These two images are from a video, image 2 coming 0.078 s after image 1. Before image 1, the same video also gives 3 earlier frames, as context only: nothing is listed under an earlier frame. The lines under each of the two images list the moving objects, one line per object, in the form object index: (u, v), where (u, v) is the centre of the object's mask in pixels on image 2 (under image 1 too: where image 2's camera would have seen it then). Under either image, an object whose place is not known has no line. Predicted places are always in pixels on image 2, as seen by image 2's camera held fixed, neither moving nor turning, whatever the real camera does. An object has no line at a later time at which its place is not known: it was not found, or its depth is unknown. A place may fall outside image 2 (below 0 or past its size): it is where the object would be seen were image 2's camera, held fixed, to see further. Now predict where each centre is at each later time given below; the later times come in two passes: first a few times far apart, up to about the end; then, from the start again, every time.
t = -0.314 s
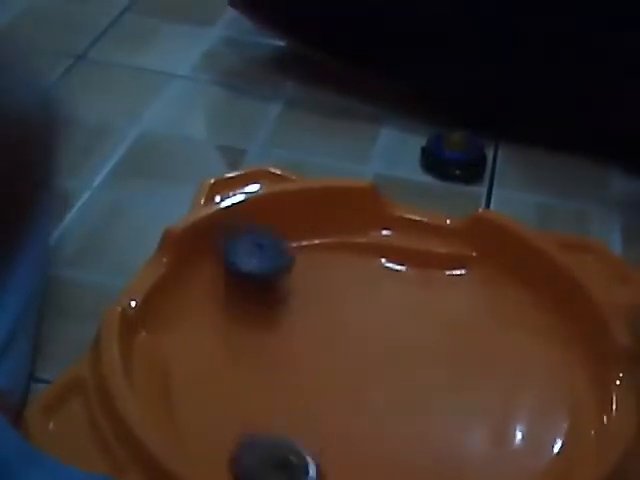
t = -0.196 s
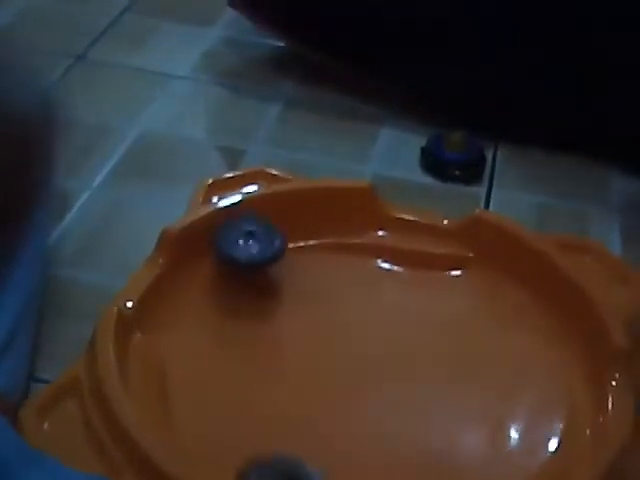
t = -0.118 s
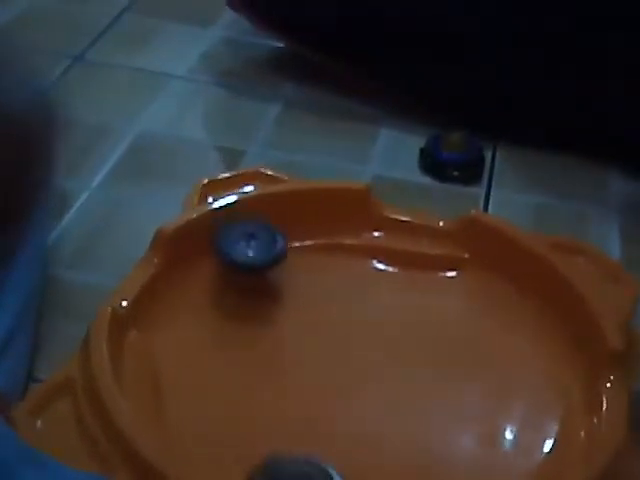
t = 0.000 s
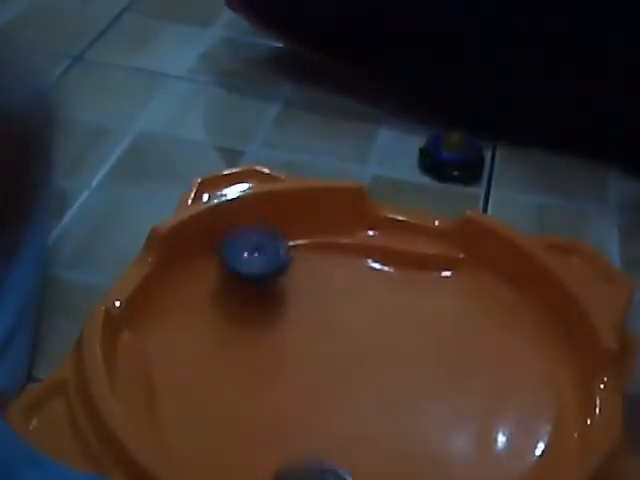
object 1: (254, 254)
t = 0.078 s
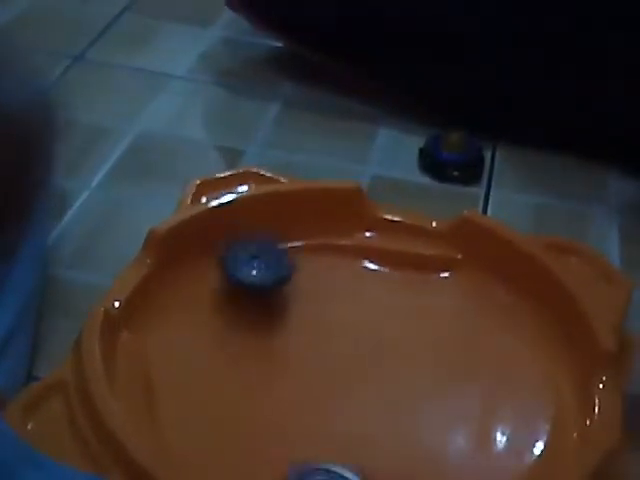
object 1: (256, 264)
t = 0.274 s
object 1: (263, 284)
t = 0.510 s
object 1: (276, 324)
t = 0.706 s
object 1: (300, 359)
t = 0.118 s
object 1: (258, 267)
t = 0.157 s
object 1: (259, 269)
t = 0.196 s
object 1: (261, 274)
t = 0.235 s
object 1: (263, 279)
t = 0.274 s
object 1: (263, 284)
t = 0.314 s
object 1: (265, 291)
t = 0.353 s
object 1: (266, 297)
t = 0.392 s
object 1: (269, 303)
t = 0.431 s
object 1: (271, 308)
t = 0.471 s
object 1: (274, 315)
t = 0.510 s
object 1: (276, 324)
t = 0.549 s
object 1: (280, 330)
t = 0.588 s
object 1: (284, 338)
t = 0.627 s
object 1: (288, 346)
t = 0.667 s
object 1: (293, 353)
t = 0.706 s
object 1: (300, 359)
